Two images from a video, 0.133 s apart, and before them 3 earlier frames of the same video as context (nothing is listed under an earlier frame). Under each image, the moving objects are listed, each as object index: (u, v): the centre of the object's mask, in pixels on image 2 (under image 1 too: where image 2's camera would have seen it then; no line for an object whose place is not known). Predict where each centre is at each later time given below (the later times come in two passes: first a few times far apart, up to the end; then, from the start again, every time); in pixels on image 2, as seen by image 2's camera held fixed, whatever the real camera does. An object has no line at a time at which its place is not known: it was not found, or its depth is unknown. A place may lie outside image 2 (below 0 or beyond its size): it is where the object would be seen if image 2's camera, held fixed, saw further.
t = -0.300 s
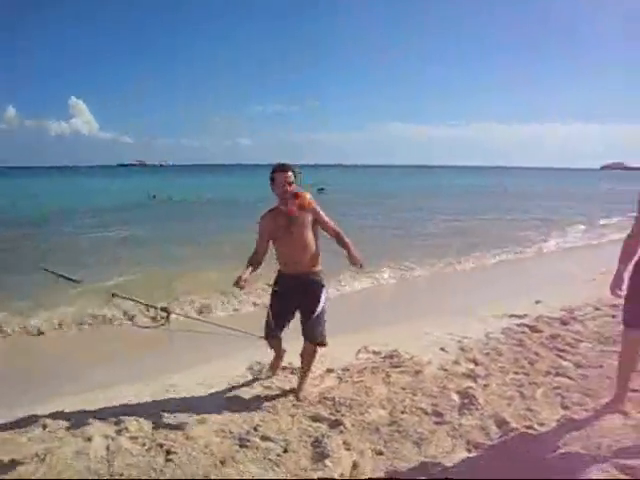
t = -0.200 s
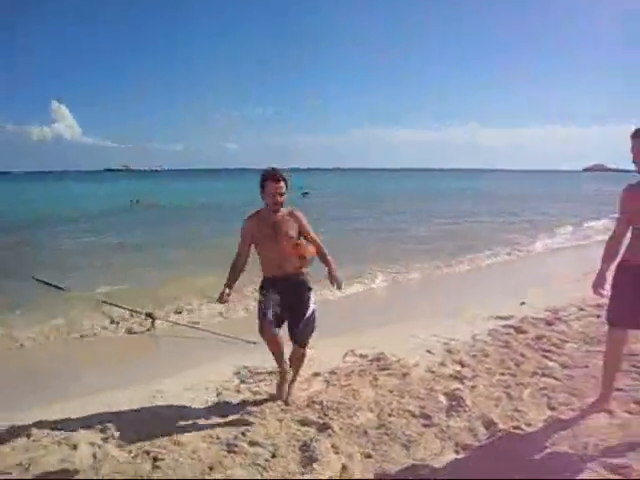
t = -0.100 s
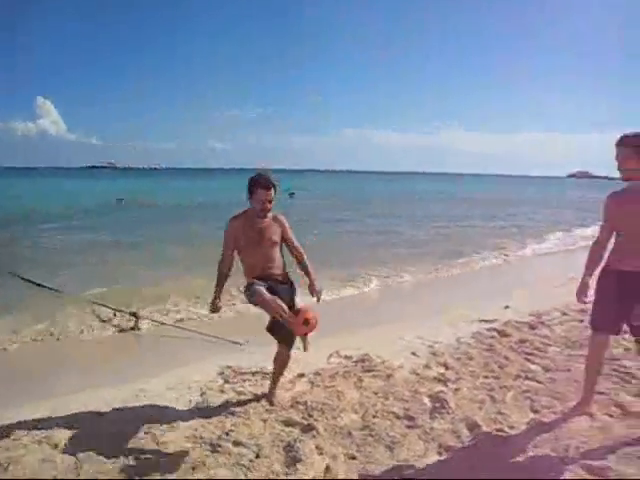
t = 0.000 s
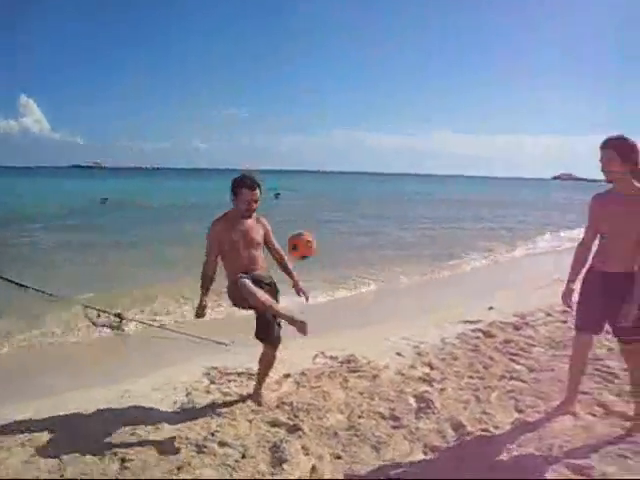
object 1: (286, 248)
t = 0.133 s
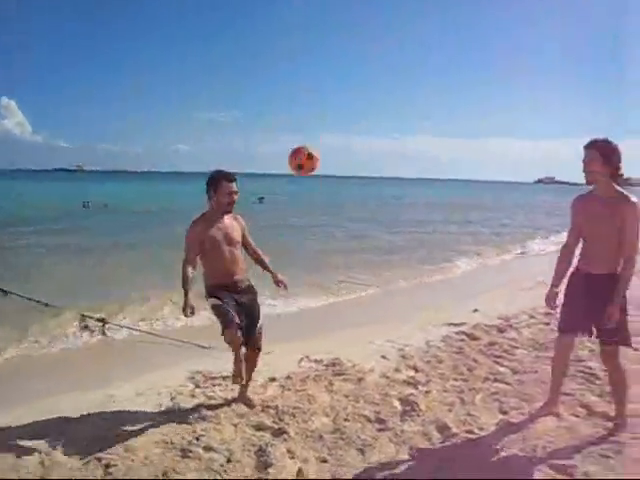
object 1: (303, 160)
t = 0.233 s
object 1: (316, 112)
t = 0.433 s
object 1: (346, 73)
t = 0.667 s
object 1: (380, 131)
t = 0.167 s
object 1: (307, 142)
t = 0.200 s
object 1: (311, 127)
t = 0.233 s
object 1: (316, 112)
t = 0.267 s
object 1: (320, 101)
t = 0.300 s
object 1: (325, 92)
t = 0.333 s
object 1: (330, 84)
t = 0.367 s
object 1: (335, 78)
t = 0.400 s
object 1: (341, 74)
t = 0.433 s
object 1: (346, 73)
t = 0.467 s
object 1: (350, 75)
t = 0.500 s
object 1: (355, 78)
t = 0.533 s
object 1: (360, 83)
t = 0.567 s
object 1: (365, 91)
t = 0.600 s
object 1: (369, 102)
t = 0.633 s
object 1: (374, 114)
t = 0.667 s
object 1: (380, 131)
